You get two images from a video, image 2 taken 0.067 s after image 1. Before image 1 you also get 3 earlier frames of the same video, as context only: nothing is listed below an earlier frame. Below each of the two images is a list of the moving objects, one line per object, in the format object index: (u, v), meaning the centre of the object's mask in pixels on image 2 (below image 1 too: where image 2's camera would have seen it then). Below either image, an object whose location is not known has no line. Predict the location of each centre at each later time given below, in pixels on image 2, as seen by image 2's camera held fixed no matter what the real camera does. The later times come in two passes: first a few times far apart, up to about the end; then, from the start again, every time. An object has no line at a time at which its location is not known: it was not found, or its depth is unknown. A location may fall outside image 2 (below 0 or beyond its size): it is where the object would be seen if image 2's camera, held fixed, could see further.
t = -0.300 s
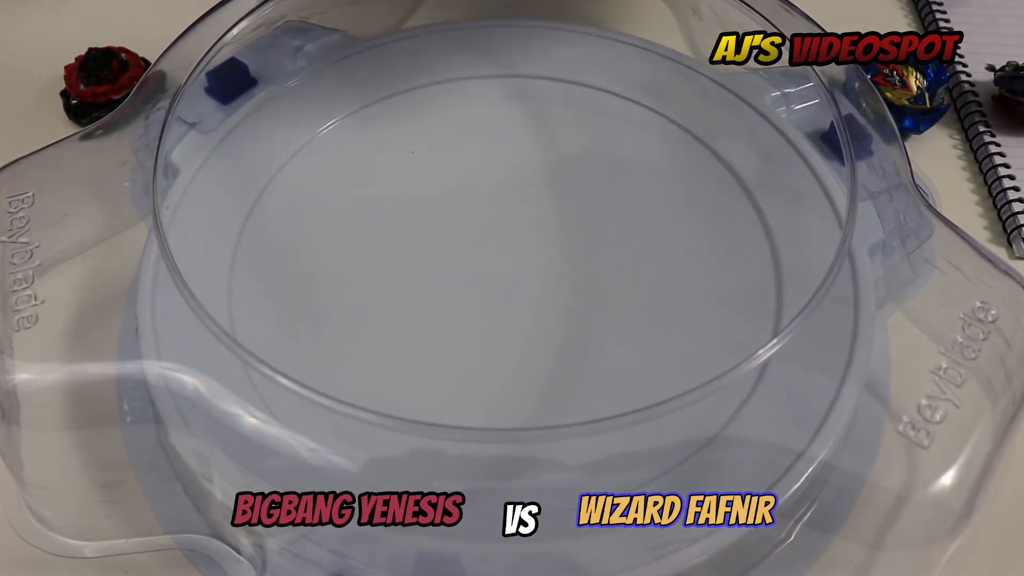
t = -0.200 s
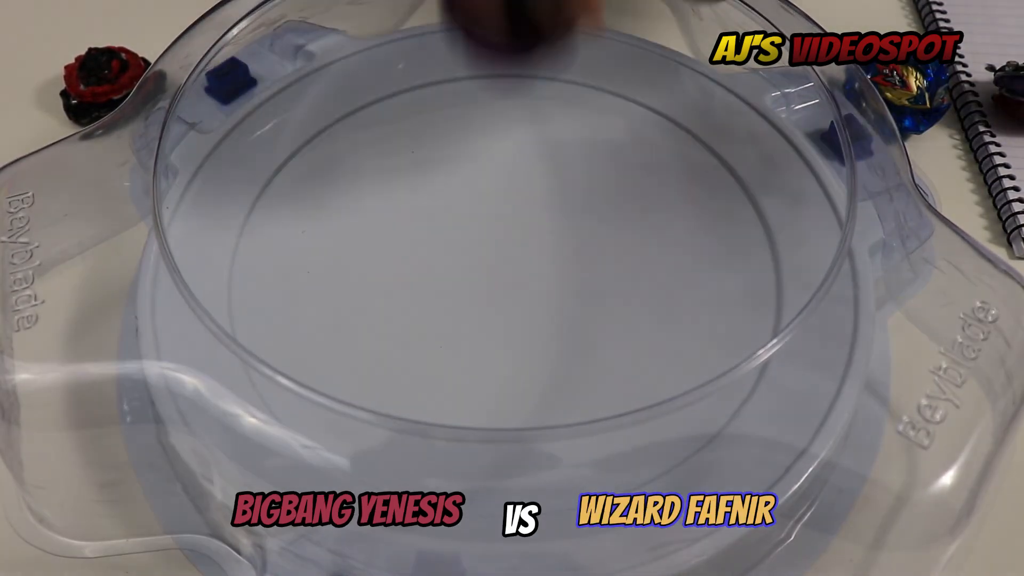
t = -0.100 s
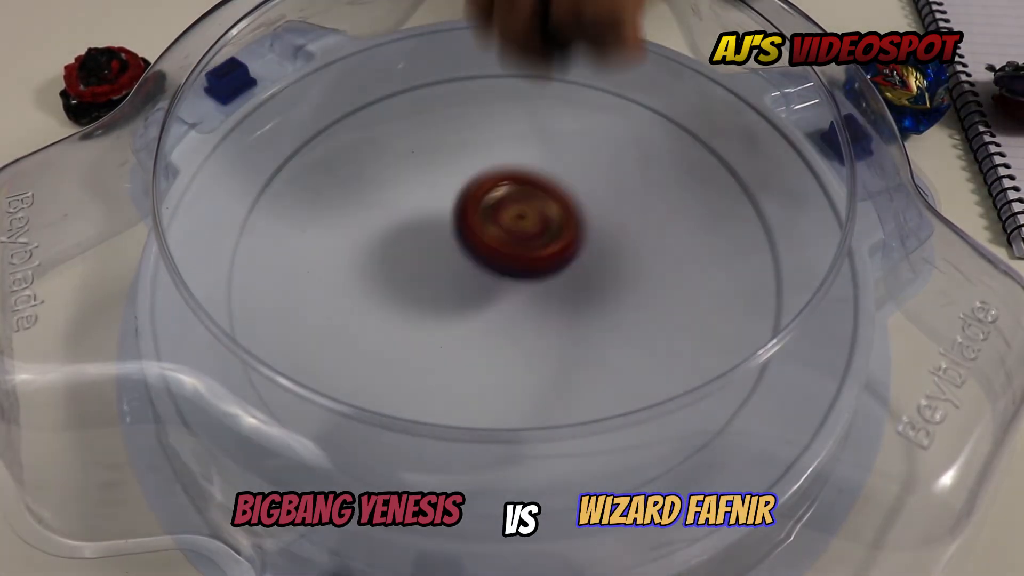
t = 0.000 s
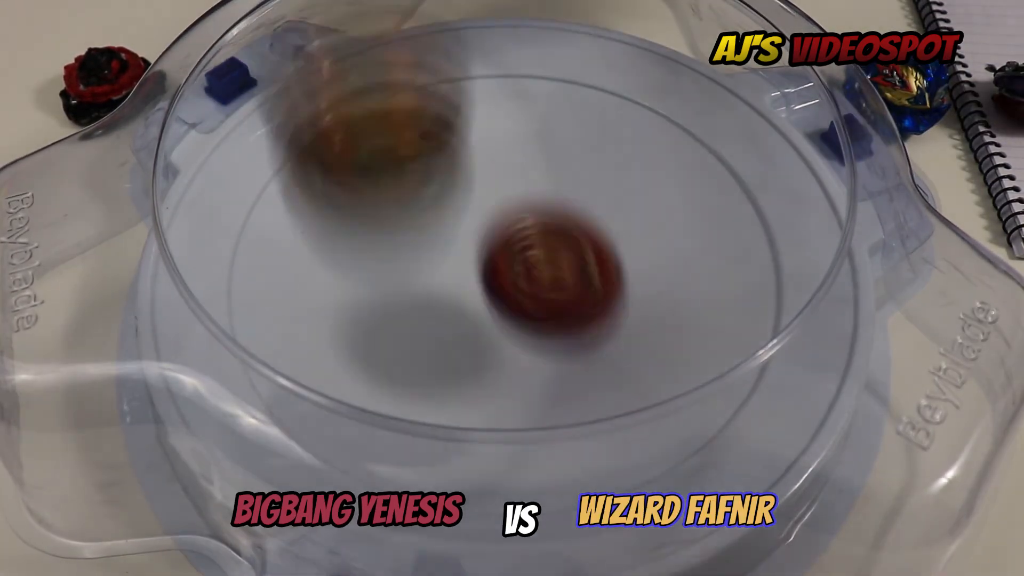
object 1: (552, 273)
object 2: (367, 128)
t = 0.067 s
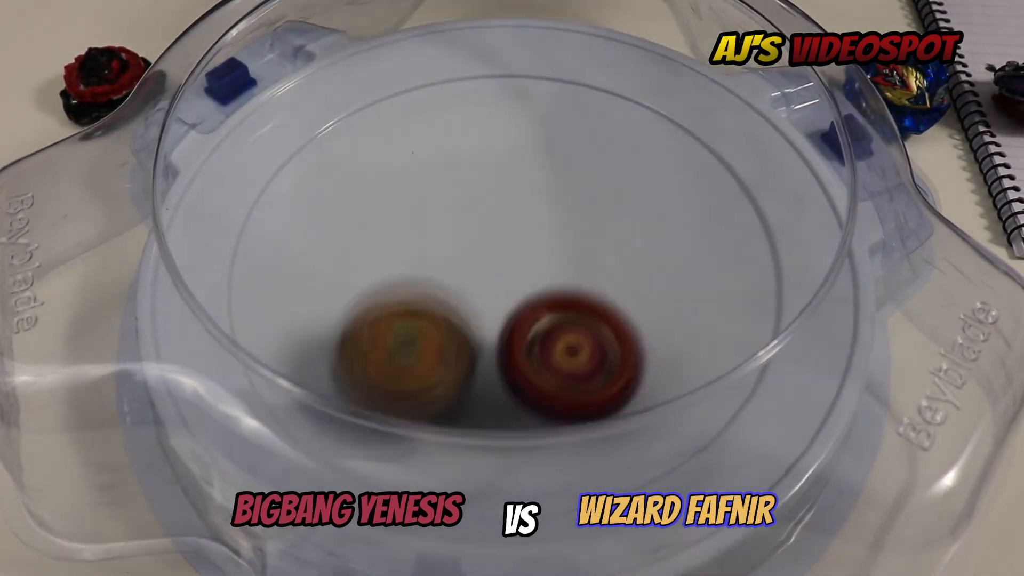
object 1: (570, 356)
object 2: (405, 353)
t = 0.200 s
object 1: (587, 365)
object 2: (500, 159)
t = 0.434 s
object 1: (564, 274)
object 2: (594, 76)
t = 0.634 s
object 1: (503, 188)
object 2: (643, 150)
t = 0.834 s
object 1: (430, 219)
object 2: (645, 292)
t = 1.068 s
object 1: (401, 207)
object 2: (600, 449)
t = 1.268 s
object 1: (380, 139)
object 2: (590, 440)
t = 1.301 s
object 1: (385, 143)
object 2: (579, 425)
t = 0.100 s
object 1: (578, 350)
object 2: (429, 277)
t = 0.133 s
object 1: (583, 358)
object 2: (453, 217)
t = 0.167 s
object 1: (585, 374)
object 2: (477, 179)
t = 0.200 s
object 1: (587, 365)
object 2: (500, 159)
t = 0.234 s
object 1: (588, 359)
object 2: (519, 156)
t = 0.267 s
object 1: (586, 361)
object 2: (537, 161)
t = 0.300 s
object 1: (583, 338)
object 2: (552, 120)
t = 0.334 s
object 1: (579, 324)
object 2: (564, 94)
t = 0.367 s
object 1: (575, 311)
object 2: (576, 88)
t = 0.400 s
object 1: (569, 287)
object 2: (585, 86)
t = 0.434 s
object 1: (564, 274)
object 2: (594, 76)
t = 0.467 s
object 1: (557, 253)
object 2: (600, 82)
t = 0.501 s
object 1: (551, 235)
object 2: (607, 90)
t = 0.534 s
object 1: (546, 218)
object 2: (612, 105)
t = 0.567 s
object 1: (539, 202)
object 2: (616, 122)
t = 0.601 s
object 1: (522, 194)
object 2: (629, 135)
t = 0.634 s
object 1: (503, 188)
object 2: (643, 150)
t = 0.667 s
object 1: (485, 186)
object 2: (654, 169)
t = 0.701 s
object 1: (469, 186)
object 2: (662, 190)
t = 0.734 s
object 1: (456, 190)
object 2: (666, 213)
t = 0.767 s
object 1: (444, 196)
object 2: (664, 239)
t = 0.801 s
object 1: (435, 206)
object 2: (657, 267)
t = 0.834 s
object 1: (430, 219)
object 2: (645, 292)
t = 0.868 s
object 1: (429, 234)
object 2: (630, 314)
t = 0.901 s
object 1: (432, 251)
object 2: (610, 336)
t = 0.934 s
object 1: (440, 267)
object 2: (584, 355)
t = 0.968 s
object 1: (452, 282)
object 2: (555, 368)
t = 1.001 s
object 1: (438, 265)
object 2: (574, 420)
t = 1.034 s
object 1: (416, 235)
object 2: (594, 451)
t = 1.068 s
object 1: (401, 207)
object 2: (600, 449)
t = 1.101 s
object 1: (390, 185)
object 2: (601, 460)
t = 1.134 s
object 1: (382, 167)
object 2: (602, 466)
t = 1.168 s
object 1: (376, 154)
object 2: (601, 464)
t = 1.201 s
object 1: (374, 144)
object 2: (599, 459)
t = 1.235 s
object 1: (375, 140)
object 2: (596, 448)
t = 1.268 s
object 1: (380, 139)
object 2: (590, 440)
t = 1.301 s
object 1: (385, 143)
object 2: (579, 425)
